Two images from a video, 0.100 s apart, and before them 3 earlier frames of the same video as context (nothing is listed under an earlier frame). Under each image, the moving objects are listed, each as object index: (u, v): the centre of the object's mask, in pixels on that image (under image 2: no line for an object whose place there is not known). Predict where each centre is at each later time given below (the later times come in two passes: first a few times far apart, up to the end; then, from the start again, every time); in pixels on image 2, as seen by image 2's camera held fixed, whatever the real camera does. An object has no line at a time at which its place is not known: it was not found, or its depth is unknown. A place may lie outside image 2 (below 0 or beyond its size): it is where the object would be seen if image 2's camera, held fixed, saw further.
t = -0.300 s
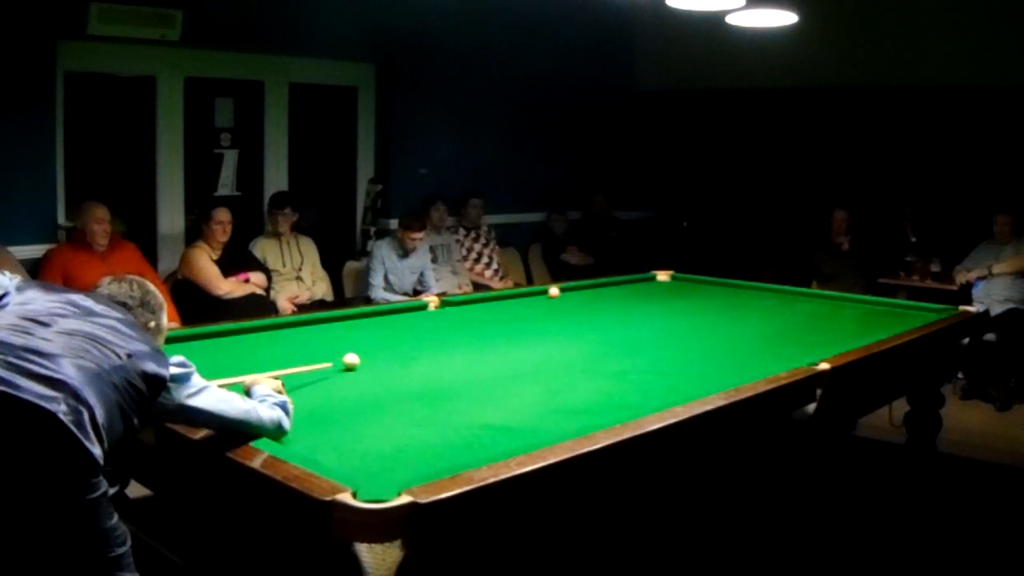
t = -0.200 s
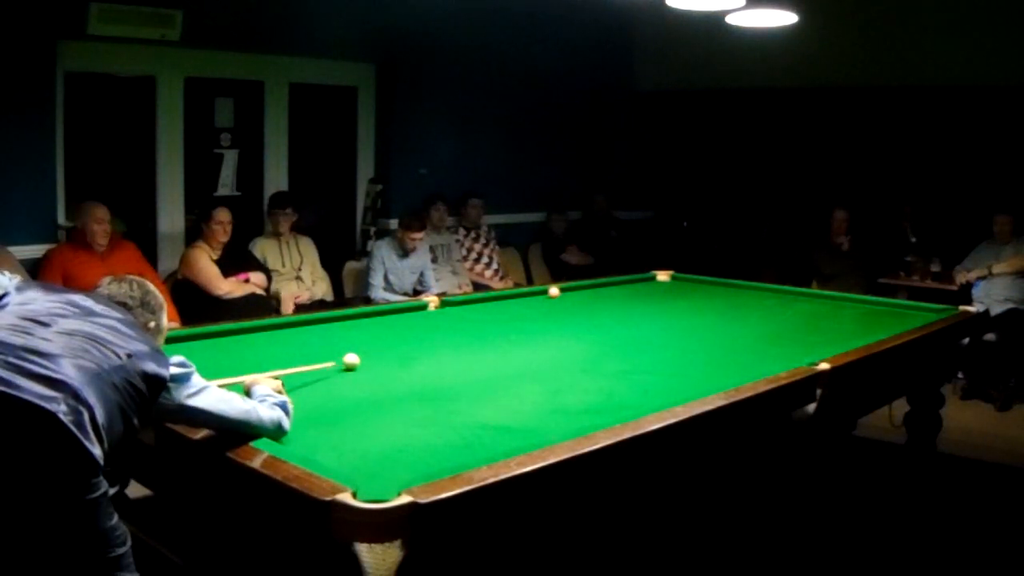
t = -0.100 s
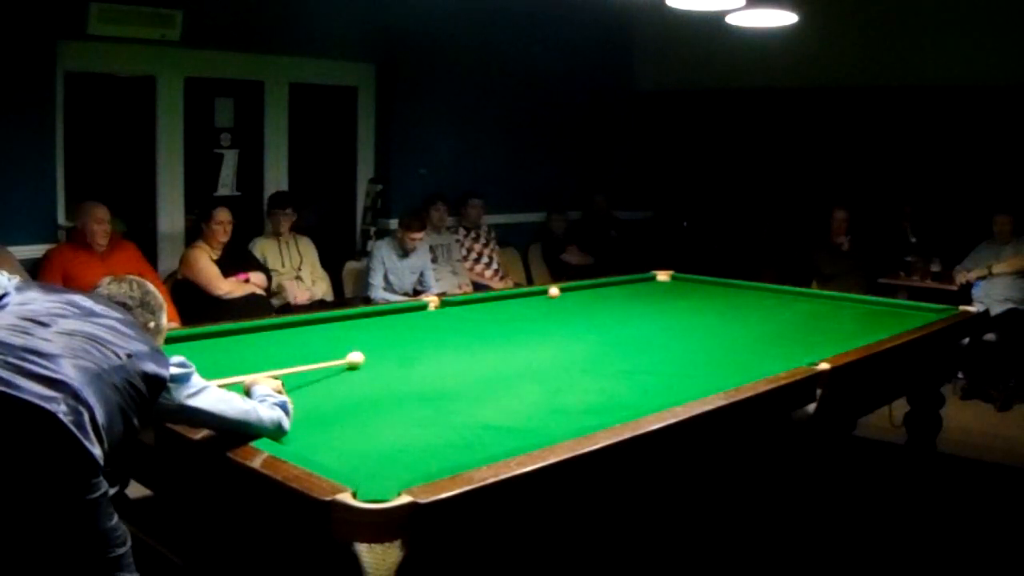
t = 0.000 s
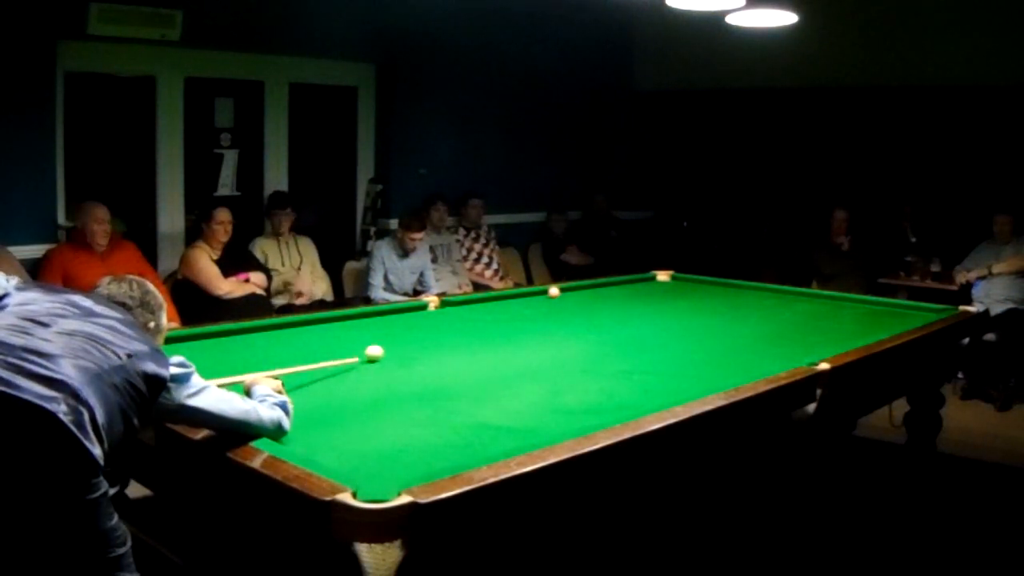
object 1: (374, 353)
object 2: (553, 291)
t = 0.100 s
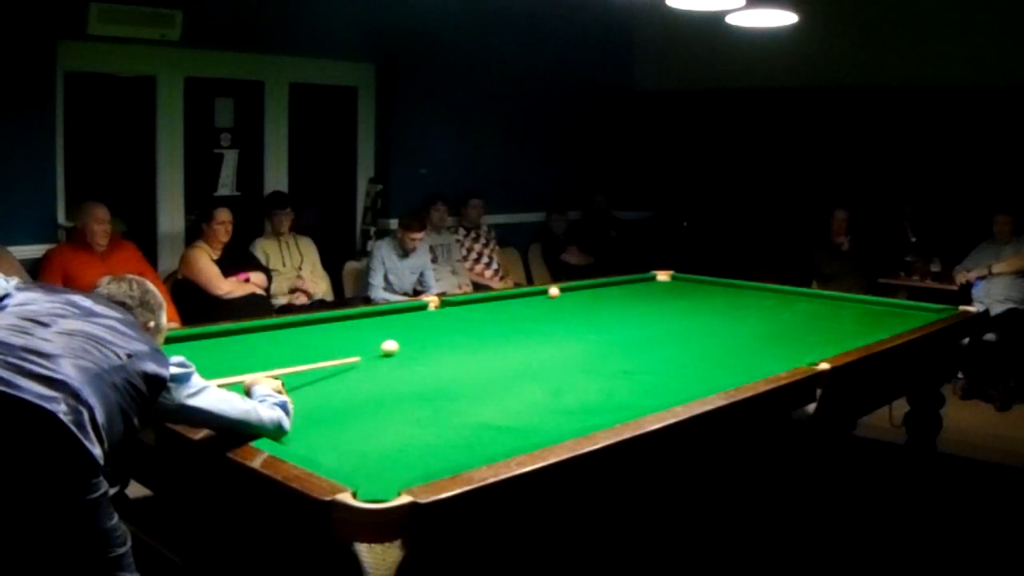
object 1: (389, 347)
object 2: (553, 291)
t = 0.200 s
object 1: (404, 342)
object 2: (553, 292)
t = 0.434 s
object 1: (435, 332)
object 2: (553, 292)
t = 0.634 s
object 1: (457, 324)
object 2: (553, 292)
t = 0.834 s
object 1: (478, 316)
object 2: (553, 292)
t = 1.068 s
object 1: (499, 309)
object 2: (553, 292)
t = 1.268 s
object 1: (515, 304)
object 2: (553, 291)
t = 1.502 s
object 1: (533, 298)
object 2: (553, 291)
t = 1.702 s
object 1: (545, 293)
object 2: (555, 291)
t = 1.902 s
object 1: (546, 292)
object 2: (565, 289)
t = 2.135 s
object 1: (547, 290)
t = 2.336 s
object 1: (552, 290)
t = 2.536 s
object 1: (556, 290)
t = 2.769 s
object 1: (561, 290)
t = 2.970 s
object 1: (564, 290)
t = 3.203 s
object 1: (566, 290)
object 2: (628, 280)
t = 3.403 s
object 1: (567, 290)
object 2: (636, 280)
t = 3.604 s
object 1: (567, 290)
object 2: (642, 279)
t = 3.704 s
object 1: (567, 290)
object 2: (645, 278)
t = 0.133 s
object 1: (394, 346)
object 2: (553, 291)
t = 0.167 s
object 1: (399, 344)
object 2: (553, 292)
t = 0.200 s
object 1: (404, 342)
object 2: (553, 292)
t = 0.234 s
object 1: (409, 341)
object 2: (553, 292)
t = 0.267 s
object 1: (413, 339)
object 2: (553, 292)
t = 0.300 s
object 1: (418, 338)
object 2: (553, 292)
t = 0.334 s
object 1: (422, 336)
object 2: (553, 291)
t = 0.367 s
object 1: (426, 335)
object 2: (553, 292)
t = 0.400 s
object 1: (430, 333)
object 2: (553, 292)
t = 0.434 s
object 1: (435, 332)
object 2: (553, 292)
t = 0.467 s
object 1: (438, 330)
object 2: (553, 291)
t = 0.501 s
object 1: (442, 329)
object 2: (553, 292)
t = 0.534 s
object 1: (446, 328)
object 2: (553, 292)
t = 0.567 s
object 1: (450, 326)
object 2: (553, 292)
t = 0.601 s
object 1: (454, 325)
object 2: (553, 292)
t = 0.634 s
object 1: (457, 324)
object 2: (553, 292)
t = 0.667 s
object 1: (461, 323)
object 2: (553, 292)
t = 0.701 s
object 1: (465, 321)
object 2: (553, 292)
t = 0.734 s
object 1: (468, 320)
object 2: (553, 292)
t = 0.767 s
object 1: (471, 319)
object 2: (553, 292)
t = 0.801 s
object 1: (475, 318)
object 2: (553, 292)
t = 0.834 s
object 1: (478, 316)
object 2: (553, 292)
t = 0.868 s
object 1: (481, 315)
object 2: (553, 292)
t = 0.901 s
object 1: (484, 315)
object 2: (553, 292)
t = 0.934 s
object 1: (487, 314)
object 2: (553, 292)
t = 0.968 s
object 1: (491, 312)
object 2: (553, 292)
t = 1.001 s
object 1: (494, 311)
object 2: (553, 292)
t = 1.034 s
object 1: (496, 310)
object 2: (553, 292)
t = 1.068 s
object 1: (499, 309)
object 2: (553, 292)
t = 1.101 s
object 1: (502, 308)
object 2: (553, 292)
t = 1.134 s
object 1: (505, 307)
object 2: (553, 292)
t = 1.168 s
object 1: (508, 306)
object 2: (553, 291)
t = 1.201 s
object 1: (510, 305)
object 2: (553, 291)
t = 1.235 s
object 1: (513, 305)
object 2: (553, 291)
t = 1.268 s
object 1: (515, 304)
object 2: (553, 291)
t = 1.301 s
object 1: (518, 303)
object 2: (553, 291)
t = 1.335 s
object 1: (521, 302)
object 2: (553, 291)
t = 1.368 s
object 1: (523, 301)
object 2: (553, 291)
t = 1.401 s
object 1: (526, 300)
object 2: (553, 291)
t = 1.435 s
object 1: (528, 299)
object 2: (553, 291)
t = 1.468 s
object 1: (530, 299)
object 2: (553, 291)
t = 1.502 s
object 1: (533, 298)
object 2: (553, 291)
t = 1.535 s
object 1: (535, 297)
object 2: (553, 291)
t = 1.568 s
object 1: (537, 296)
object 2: (553, 291)
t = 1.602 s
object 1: (540, 296)
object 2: (553, 291)
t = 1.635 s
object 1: (542, 295)
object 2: (554, 291)
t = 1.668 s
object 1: (544, 294)
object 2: (554, 291)
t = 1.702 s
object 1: (545, 293)
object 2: (555, 291)
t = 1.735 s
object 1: (547, 293)
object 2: (556, 291)
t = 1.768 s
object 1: (547, 293)
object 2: (557, 290)
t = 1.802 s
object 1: (547, 293)
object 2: (559, 290)
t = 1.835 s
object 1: (547, 292)
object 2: (561, 290)
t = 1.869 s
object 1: (546, 292)
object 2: (563, 289)
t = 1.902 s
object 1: (546, 292)
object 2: (565, 289)
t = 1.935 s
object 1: (546, 292)
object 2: (566, 289)
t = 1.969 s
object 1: (546, 291)
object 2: (568, 289)
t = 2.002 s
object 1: (546, 291)
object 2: (570, 288)
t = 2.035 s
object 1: (546, 291)
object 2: (571, 288)
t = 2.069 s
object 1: (545, 291)
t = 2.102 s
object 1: (545, 291)
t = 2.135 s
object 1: (547, 290)
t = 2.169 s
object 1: (548, 290)
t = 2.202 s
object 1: (548, 290)
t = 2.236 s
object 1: (549, 290)
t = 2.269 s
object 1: (550, 290)
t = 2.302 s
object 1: (551, 291)
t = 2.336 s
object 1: (552, 290)
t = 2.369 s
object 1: (553, 290)
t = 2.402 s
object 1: (553, 290)
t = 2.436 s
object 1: (554, 290)
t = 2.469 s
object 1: (555, 290)
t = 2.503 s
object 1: (556, 290)
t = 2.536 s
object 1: (556, 290)
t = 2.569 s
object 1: (557, 290)
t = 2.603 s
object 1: (558, 290)
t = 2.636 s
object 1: (558, 290)
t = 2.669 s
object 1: (559, 290)
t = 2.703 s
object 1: (560, 290)
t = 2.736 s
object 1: (560, 290)
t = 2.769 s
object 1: (561, 290)
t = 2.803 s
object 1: (561, 290)
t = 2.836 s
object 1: (562, 290)
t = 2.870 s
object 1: (562, 290)
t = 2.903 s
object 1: (563, 290)
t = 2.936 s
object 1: (563, 290)
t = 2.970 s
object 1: (564, 290)
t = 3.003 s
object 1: (564, 290)
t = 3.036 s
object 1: (564, 290)
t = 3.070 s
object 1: (565, 290)
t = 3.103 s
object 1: (565, 290)
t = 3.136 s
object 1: (565, 290)
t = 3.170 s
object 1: (566, 290)
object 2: (626, 280)
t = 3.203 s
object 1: (566, 290)
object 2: (628, 280)
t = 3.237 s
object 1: (566, 290)
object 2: (629, 280)
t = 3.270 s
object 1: (566, 290)
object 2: (630, 280)
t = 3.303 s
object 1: (567, 290)
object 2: (632, 280)
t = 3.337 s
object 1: (567, 290)
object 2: (633, 280)
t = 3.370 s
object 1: (567, 290)
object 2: (634, 280)
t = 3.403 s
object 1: (567, 290)
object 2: (636, 280)
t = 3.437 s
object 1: (567, 290)
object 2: (636, 280)
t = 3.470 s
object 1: (567, 290)
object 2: (638, 279)
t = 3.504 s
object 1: (567, 290)
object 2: (639, 279)
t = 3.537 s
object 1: (567, 290)
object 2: (640, 279)
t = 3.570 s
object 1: (567, 290)
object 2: (641, 279)
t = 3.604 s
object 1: (567, 290)
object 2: (642, 279)
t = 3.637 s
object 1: (567, 290)
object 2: (643, 279)
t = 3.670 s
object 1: (567, 290)
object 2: (644, 279)
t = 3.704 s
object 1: (567, 290)
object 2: (645, 278)
